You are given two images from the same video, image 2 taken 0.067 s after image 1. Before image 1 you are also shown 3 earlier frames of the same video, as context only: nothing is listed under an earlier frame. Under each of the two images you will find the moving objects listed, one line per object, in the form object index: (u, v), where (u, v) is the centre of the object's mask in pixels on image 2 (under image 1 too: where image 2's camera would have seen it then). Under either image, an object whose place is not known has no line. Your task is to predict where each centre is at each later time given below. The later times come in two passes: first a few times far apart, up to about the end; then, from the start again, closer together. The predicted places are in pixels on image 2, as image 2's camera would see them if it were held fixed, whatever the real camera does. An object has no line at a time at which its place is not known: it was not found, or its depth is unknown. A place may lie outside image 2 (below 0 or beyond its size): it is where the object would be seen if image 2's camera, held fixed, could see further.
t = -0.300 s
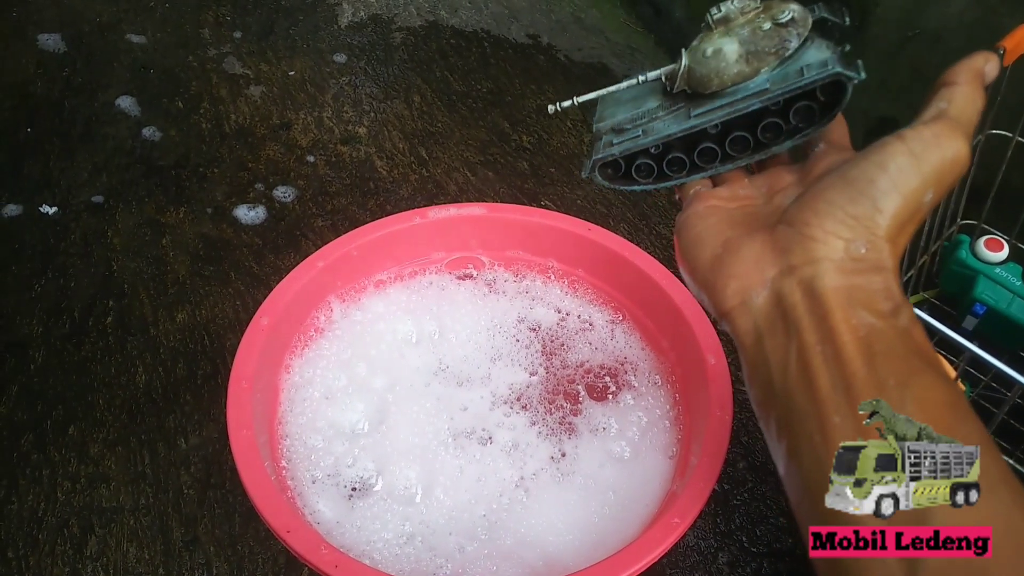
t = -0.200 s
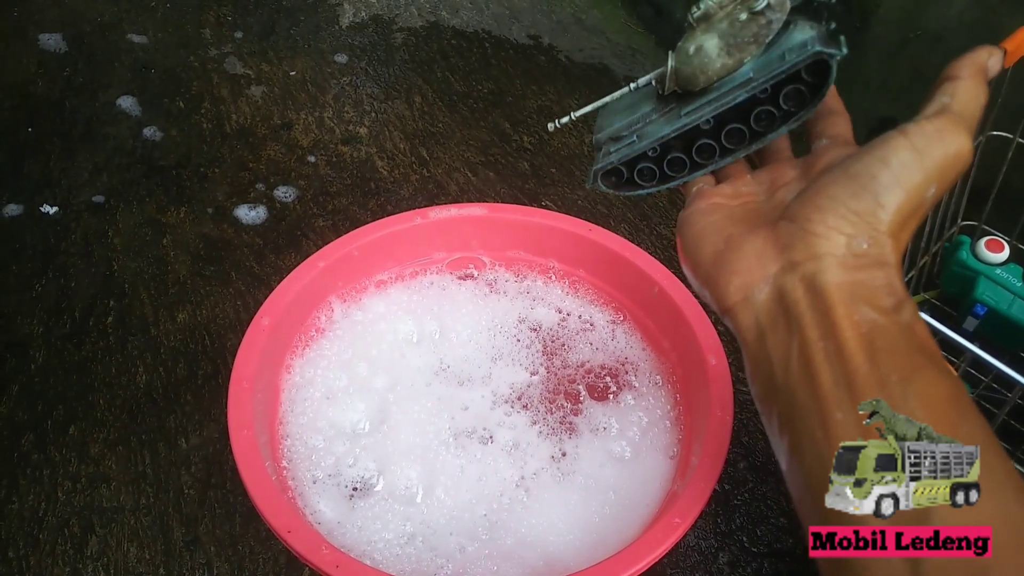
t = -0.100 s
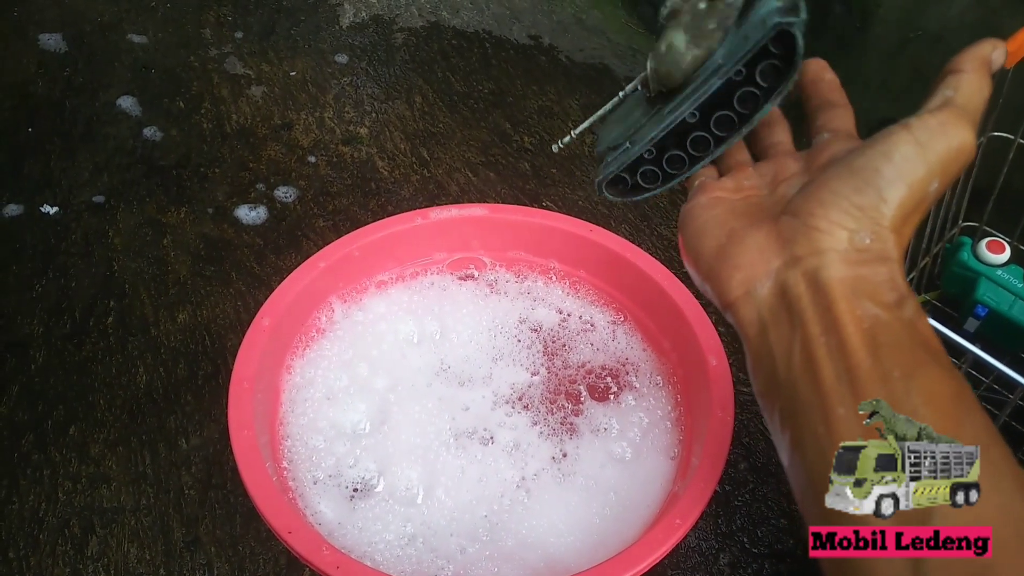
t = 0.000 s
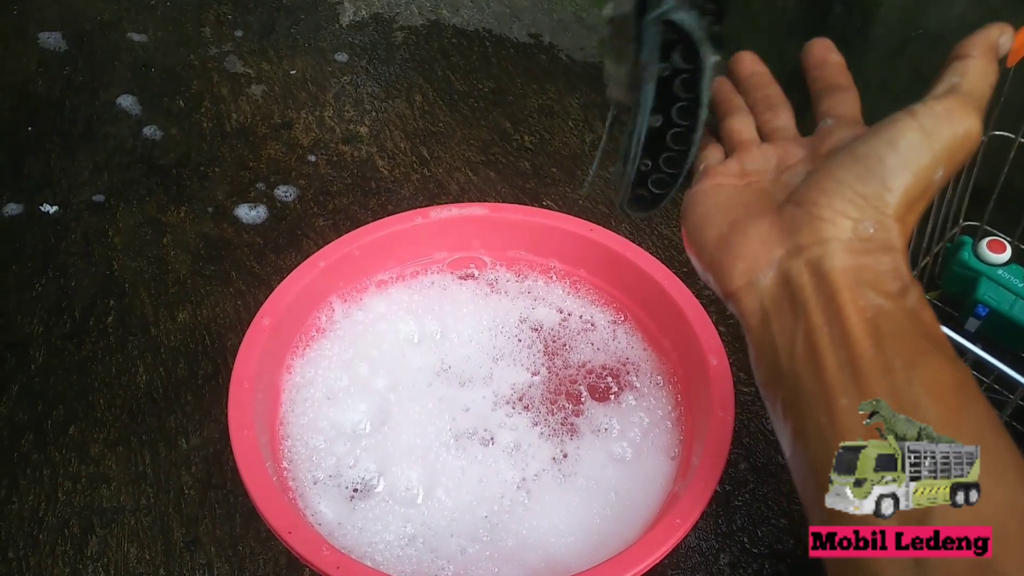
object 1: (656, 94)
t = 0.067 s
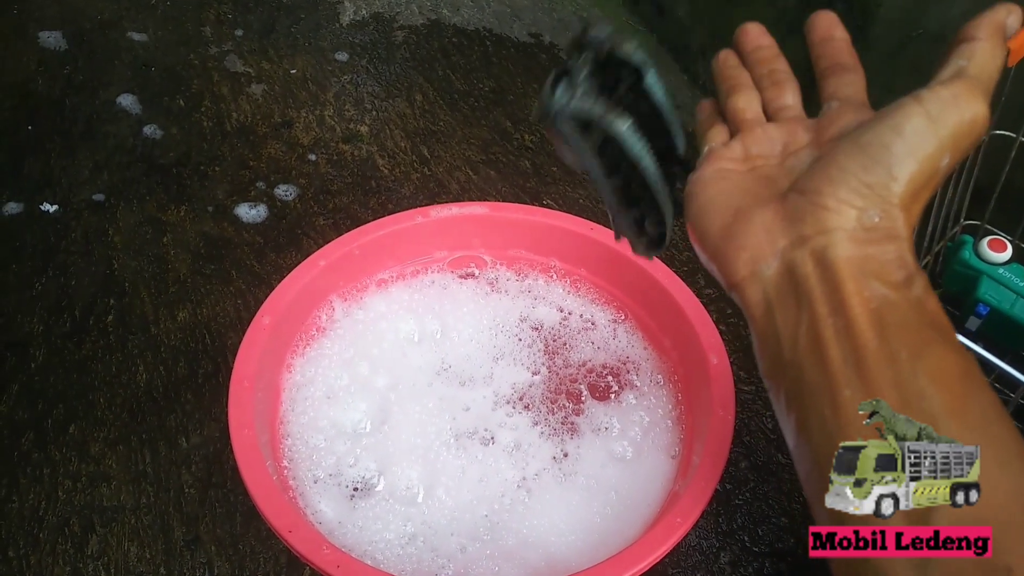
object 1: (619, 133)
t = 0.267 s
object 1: (513, 423)
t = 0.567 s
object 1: (501, 422)
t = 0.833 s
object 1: (498, 433)
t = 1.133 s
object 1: (497, 426)
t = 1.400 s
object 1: (502, 425)
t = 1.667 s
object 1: (502, 425)
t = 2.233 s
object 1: (508, 416)
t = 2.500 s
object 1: (509, 416)
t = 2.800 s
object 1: (511, 414)
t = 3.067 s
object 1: (510, 415)
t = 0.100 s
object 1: (597, 178)
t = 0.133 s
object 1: (578, 232)
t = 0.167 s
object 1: (560, 292)
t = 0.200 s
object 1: (545, 348)
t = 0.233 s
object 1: (529, 401)
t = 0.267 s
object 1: (513, 423)
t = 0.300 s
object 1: (510, 437)
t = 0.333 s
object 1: (505, 444)
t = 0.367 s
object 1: (497, 442)
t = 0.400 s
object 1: (495, 438)
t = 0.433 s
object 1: (499, 431)
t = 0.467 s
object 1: (506, 424)
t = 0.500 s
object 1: (505, 420)
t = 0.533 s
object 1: (504, 419)
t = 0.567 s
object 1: (501, 422)
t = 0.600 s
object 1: (500, 425)
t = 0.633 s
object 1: (498, 428)
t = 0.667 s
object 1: (496, 430)
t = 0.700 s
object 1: (489, 433)
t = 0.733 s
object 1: (496, 434)
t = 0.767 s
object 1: (496, 436)
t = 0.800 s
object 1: (497, 436)
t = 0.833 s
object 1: (498, 433)
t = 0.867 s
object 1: (498, 431)
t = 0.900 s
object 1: (497, 428)
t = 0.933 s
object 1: (496, 425)
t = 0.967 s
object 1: (496, 423)
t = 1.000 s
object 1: (496, 421)
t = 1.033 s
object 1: (497, 420)
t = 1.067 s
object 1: (497, 420)
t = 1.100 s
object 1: (497, 422)
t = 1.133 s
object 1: (497, 426)
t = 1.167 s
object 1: (497, 429)
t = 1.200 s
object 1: (494, 431)
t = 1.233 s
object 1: (495, 430)
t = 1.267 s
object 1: (497, 429)
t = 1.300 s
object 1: (498, 426)
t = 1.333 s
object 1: (500, 424)
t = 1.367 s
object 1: (503, 422)
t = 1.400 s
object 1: (502, 425)
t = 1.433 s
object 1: (508, 422)
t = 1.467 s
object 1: (510, 424)
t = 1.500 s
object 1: (510, 427)
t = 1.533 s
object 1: (504, 423)
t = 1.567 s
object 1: (503, 424)
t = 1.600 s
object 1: (502, 425)
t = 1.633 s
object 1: (502, 425)
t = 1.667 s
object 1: (502, 425)
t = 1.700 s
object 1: (501, 424)
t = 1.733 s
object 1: (504, 424)
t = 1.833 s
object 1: (512, 430)
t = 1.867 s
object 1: (509, 421)
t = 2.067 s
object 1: (504, 421)
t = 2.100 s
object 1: (505, 422)
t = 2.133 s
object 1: (506, 421)
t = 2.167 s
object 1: (507, 419)
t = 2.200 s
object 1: (509, 417)
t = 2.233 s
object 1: (508, 416)
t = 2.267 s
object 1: (506, 415)
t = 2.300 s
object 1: (504, 415)
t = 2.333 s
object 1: (503, 415)
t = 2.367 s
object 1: (506, 414)
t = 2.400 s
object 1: (507, 414)
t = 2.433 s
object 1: (507, 415)
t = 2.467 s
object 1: (508, 416)
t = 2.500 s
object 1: (509, 416)
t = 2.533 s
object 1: (508, 417)
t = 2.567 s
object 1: (507, 416)
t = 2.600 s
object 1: (507, 416)
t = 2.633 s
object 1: (511, 414)
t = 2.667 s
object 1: (508, 414)
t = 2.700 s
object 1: (507, 414)
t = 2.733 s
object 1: (511, 413)
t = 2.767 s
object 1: (510, 414)
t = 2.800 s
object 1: (511, 414)
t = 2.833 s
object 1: (511, 414)
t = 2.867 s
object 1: (511, 414)
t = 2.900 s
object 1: (511, 415)
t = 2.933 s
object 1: (512, 414)
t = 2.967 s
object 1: (509, 416)
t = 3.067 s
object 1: (510, 415)
